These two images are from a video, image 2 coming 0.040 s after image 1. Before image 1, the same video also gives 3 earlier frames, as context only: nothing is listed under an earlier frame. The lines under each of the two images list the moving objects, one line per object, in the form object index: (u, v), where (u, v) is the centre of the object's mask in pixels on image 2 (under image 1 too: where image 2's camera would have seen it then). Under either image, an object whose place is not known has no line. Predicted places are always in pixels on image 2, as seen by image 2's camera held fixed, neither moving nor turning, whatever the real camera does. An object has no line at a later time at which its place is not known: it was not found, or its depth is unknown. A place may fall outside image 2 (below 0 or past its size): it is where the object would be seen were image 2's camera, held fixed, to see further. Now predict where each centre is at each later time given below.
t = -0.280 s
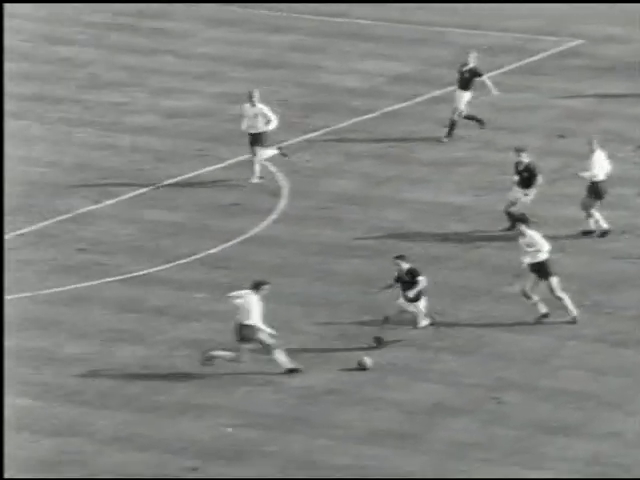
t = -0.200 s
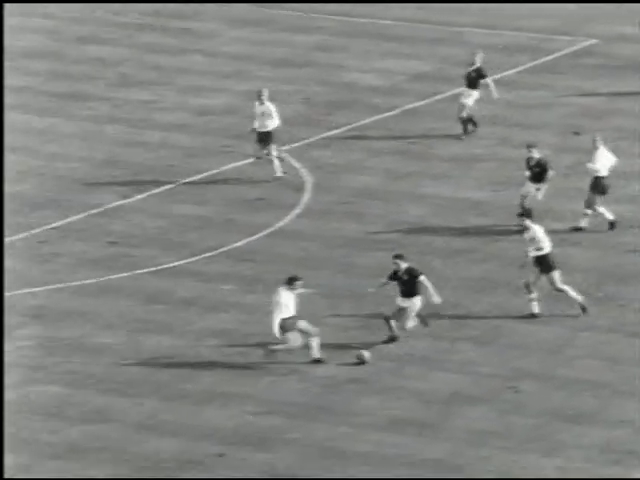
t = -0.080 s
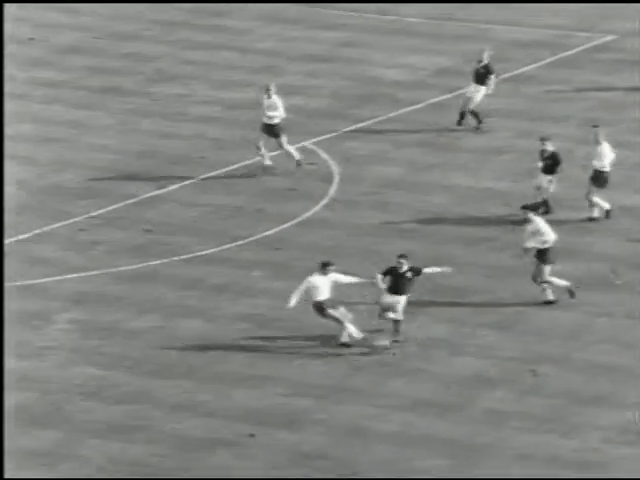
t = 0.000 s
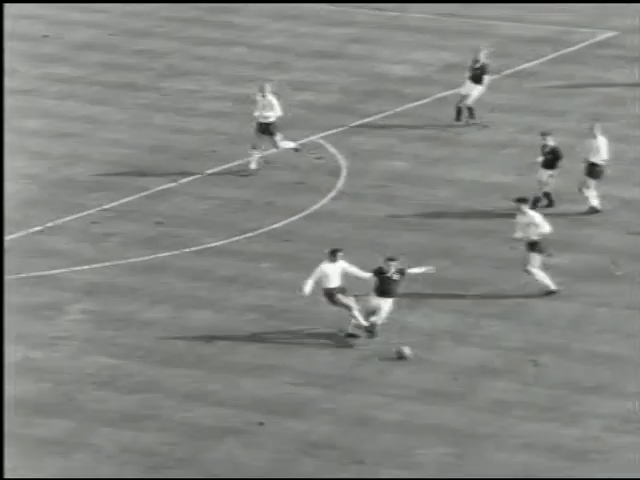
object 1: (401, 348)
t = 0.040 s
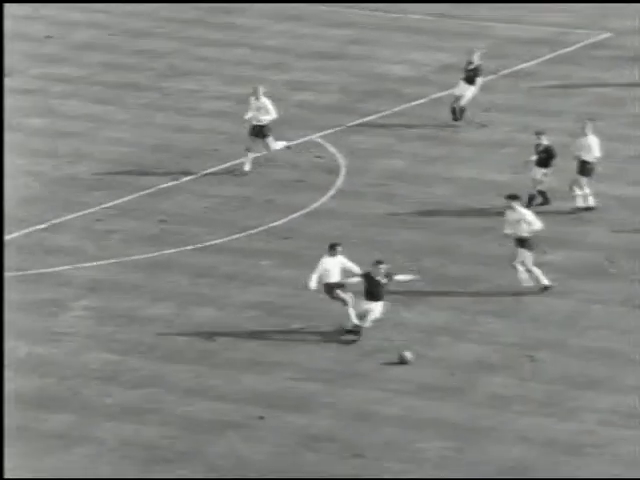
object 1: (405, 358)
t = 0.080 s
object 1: (410, 366)
